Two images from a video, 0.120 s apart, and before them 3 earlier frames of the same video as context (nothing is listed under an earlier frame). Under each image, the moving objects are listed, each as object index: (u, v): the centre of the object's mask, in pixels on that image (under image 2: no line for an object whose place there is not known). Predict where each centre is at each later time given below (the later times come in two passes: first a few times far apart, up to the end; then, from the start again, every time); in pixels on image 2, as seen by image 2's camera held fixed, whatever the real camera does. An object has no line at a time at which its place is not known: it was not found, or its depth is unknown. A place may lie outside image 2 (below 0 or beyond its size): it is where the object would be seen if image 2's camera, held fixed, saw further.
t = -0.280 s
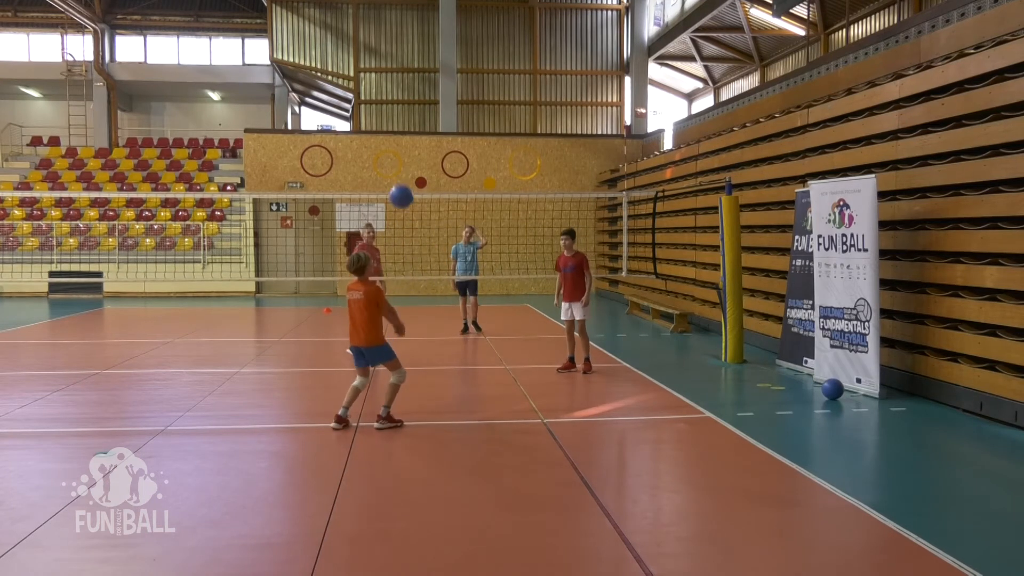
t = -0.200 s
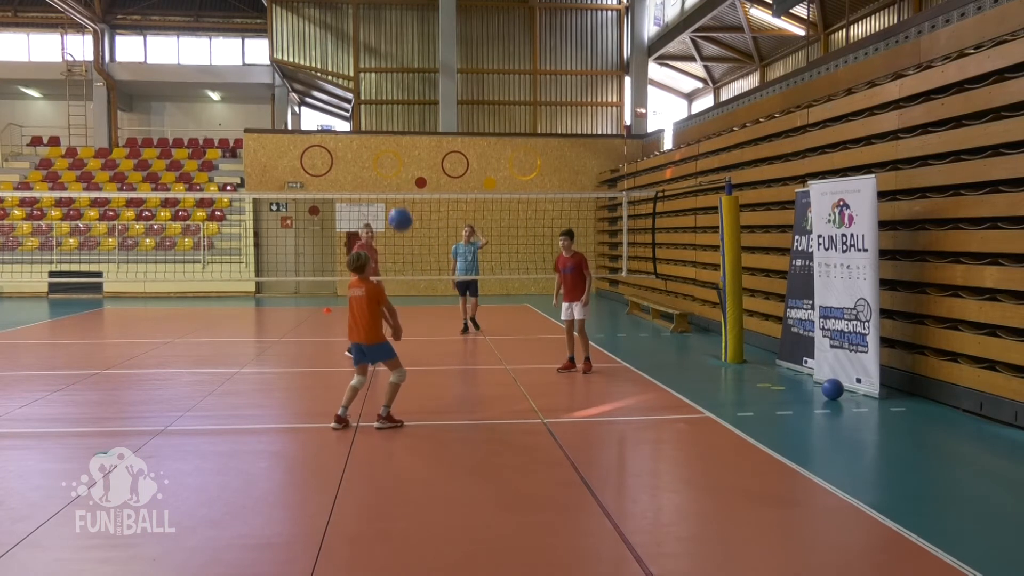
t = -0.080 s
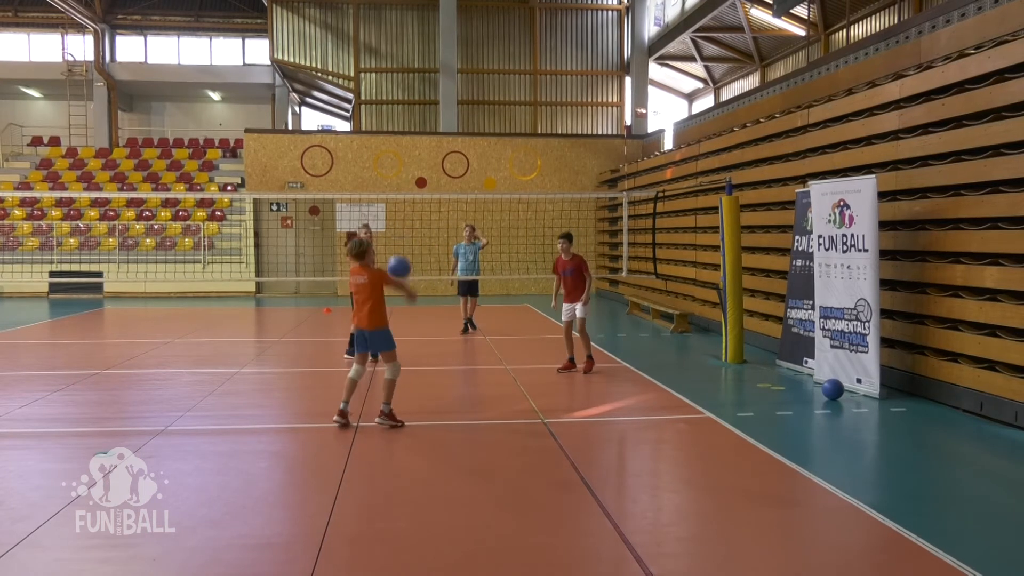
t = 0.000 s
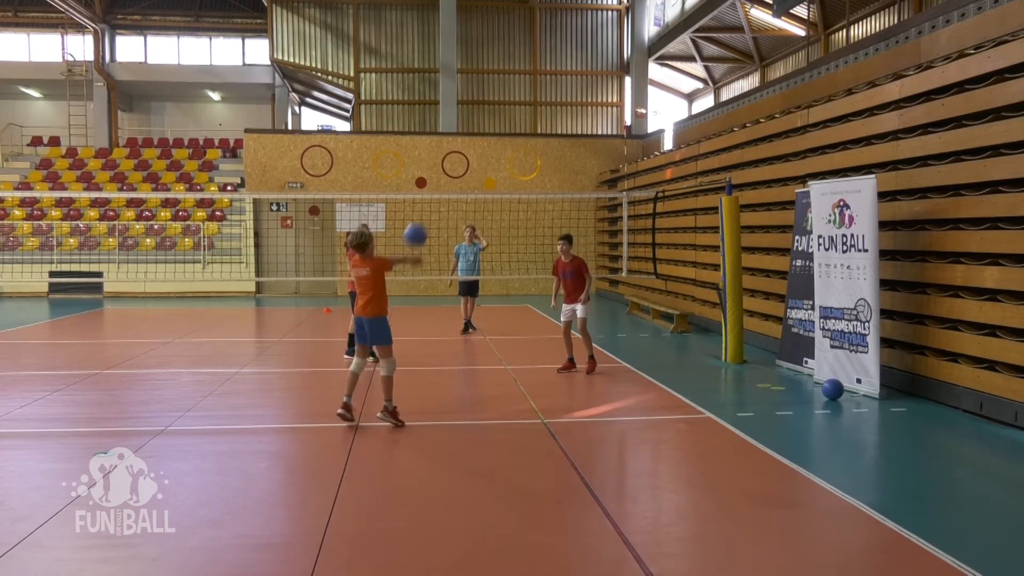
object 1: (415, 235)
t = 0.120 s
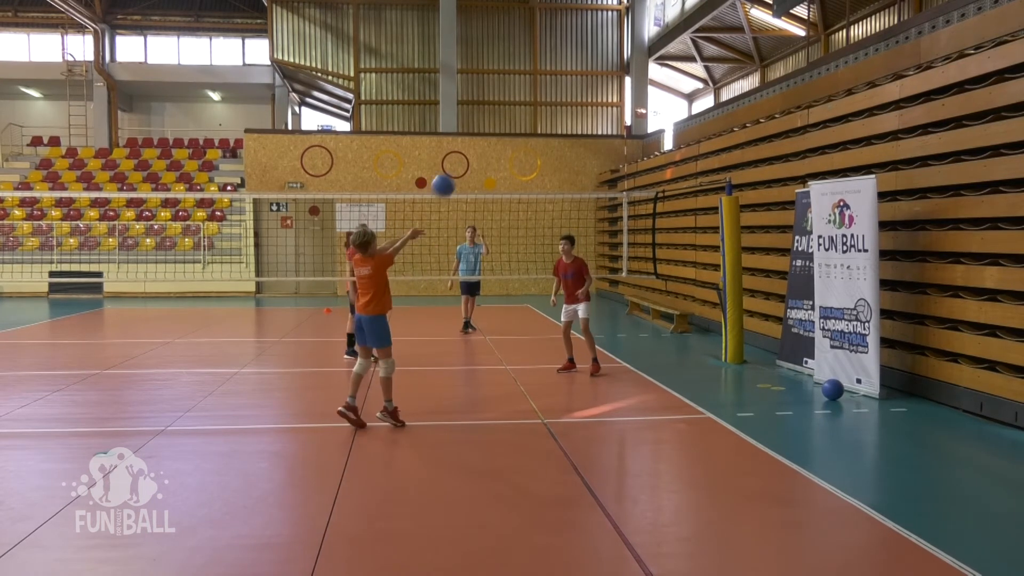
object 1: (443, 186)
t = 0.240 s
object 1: (469, 154)
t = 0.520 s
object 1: (523, 145)
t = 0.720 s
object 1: (557, 187)
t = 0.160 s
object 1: (452, 173)
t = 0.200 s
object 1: (461, 163)
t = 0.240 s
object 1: (469, 154)
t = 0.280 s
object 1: (477, 147)
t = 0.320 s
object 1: (485, 143)
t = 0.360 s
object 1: (493, 140)
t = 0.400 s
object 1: (501, 138)
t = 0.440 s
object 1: (508, 139)
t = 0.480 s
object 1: (516, 141)
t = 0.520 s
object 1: (523, 145)
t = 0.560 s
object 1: (530, 150)
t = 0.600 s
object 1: (537, 157)
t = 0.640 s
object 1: (544, 165)
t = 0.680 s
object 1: (550, 175)
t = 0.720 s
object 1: (557, 187)
